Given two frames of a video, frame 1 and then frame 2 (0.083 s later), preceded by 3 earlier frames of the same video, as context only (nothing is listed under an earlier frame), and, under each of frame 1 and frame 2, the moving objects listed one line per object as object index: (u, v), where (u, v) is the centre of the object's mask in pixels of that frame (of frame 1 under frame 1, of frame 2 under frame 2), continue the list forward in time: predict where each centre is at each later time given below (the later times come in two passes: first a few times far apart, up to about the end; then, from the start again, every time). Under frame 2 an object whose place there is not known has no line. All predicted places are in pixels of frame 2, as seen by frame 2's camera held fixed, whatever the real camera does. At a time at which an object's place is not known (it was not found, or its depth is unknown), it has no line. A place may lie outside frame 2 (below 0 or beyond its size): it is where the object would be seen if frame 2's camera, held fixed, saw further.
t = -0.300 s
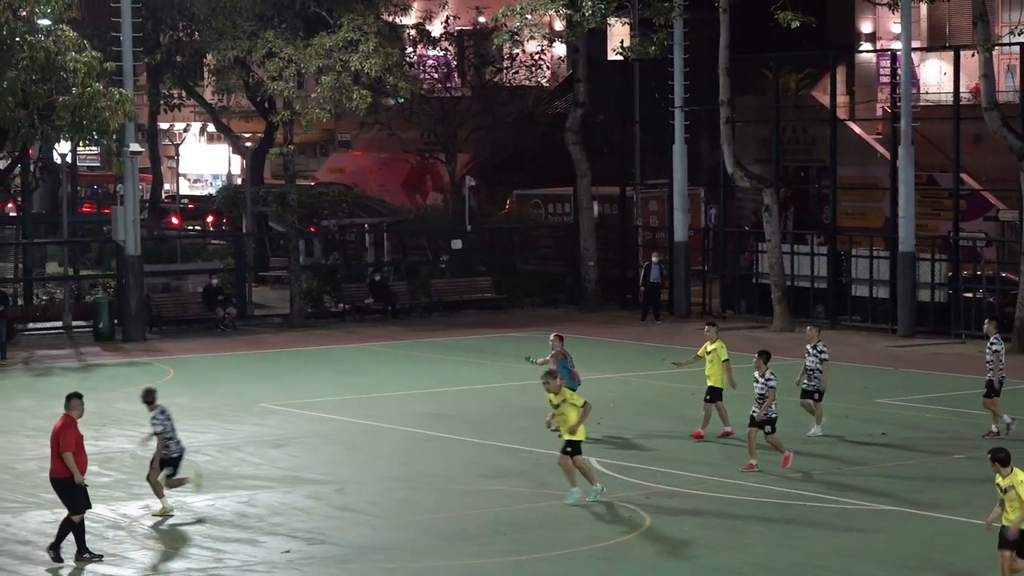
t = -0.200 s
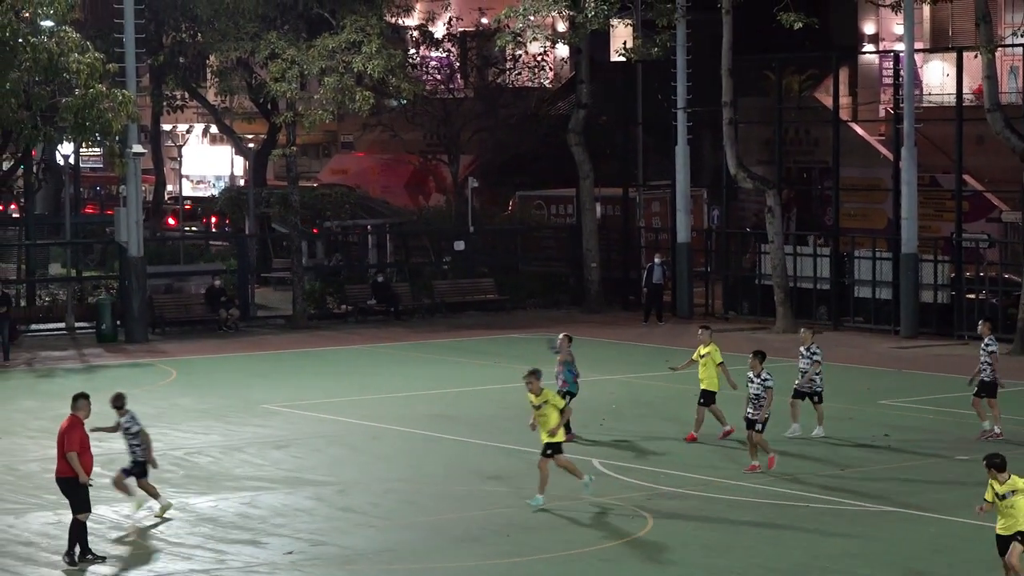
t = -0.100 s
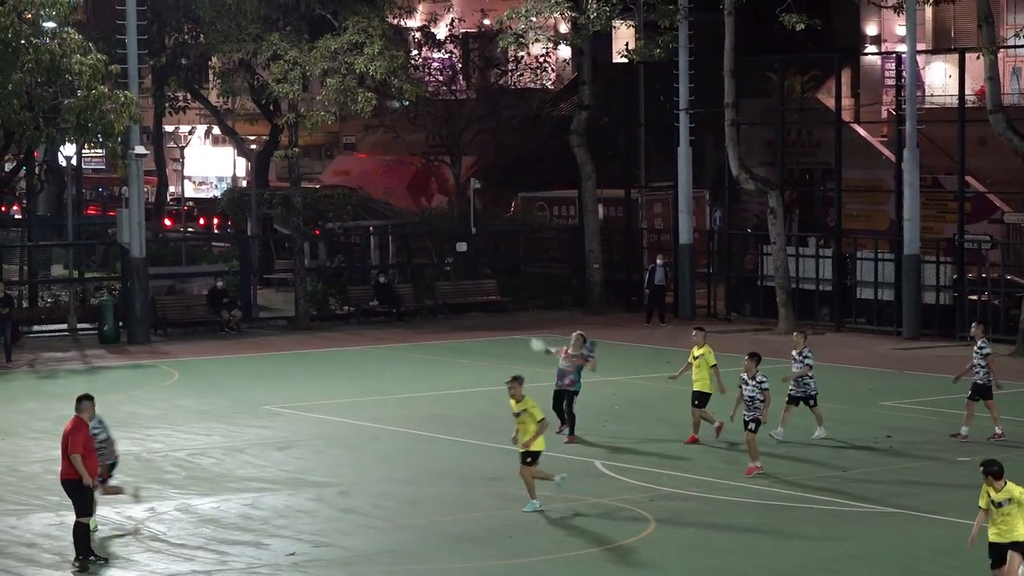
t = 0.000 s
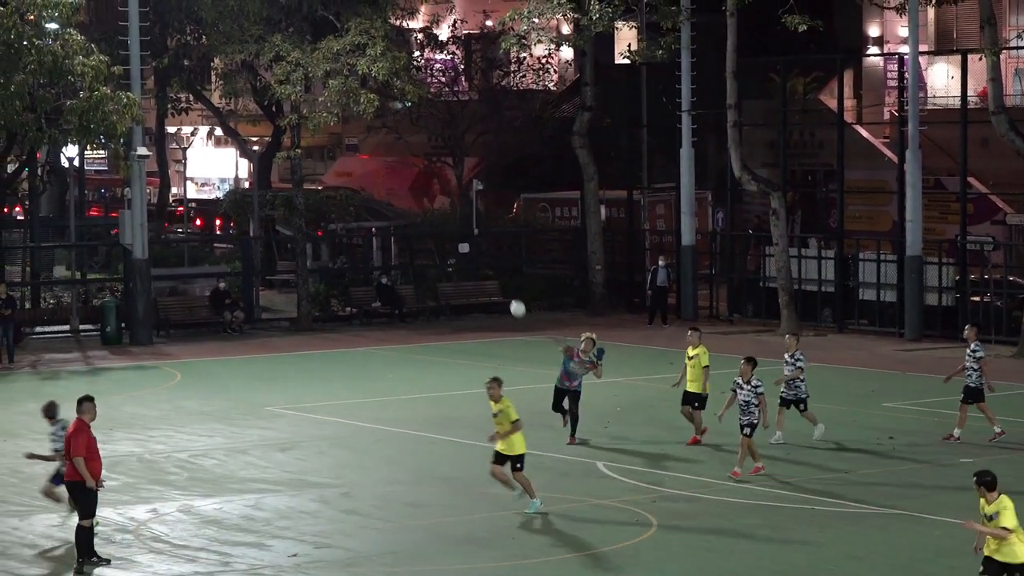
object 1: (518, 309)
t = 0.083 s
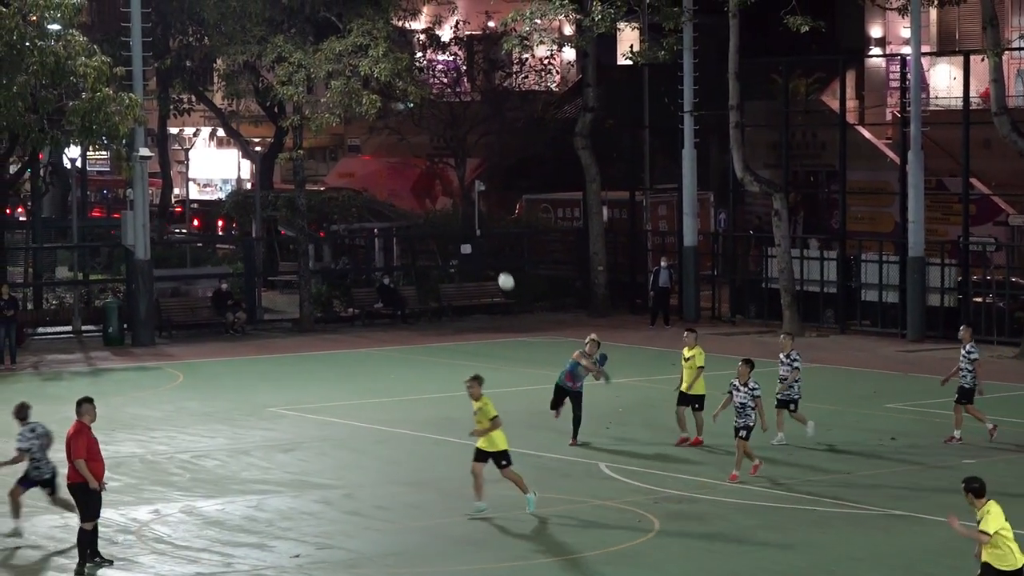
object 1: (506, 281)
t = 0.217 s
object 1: (479, 242)
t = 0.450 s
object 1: (414, 192)
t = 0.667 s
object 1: (334, 177)
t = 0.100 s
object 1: (503, 276)
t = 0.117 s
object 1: (500, 271)
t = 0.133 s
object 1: (496, 265)
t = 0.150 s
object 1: (493, 261)
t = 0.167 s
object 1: (490, 256)
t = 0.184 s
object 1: (486, 251)
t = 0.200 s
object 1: (483, 246)
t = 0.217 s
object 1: (479, 242)
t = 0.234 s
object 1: (475, 237)
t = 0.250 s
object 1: (471, 233)
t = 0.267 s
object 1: (467, 228)
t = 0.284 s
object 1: (462, 224)
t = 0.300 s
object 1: (458, 220)
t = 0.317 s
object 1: (454, 217)
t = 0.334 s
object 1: (449, 213)
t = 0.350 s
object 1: (445, 209)
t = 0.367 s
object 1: (441, 206)
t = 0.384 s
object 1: (435, 203)
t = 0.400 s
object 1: (430, 200)
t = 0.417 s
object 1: (425, 197)
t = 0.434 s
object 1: (420, 195)
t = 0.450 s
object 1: (414, 192)
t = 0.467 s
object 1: (409, 190)
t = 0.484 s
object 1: (403, 188)
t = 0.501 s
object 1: (398, 186)
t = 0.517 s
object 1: (392, 184)
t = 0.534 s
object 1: (386, 182)
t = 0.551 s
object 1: (380, 181)
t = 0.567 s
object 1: (374, 180)
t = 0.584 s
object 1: (367, 179)
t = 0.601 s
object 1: (361, 178)
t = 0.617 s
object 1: (355, 178)
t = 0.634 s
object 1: (348, 177)
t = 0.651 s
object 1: (341, 177)
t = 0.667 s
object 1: (334, 177)
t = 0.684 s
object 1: (326, 177)
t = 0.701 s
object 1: (319, 178)
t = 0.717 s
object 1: (311, 179)
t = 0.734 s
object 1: (303, 180)
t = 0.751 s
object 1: (296, 181)
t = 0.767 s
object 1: (288, 183)
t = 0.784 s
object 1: (279, 184)
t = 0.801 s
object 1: (272, 187)
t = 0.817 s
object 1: (263, 189)
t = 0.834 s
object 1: (253, 191)
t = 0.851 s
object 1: (245, 195)
